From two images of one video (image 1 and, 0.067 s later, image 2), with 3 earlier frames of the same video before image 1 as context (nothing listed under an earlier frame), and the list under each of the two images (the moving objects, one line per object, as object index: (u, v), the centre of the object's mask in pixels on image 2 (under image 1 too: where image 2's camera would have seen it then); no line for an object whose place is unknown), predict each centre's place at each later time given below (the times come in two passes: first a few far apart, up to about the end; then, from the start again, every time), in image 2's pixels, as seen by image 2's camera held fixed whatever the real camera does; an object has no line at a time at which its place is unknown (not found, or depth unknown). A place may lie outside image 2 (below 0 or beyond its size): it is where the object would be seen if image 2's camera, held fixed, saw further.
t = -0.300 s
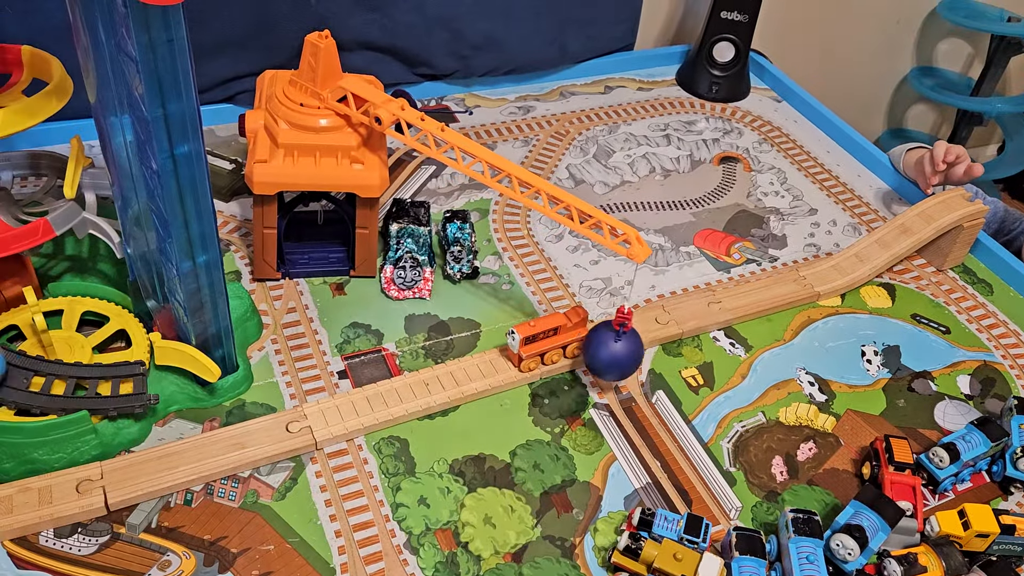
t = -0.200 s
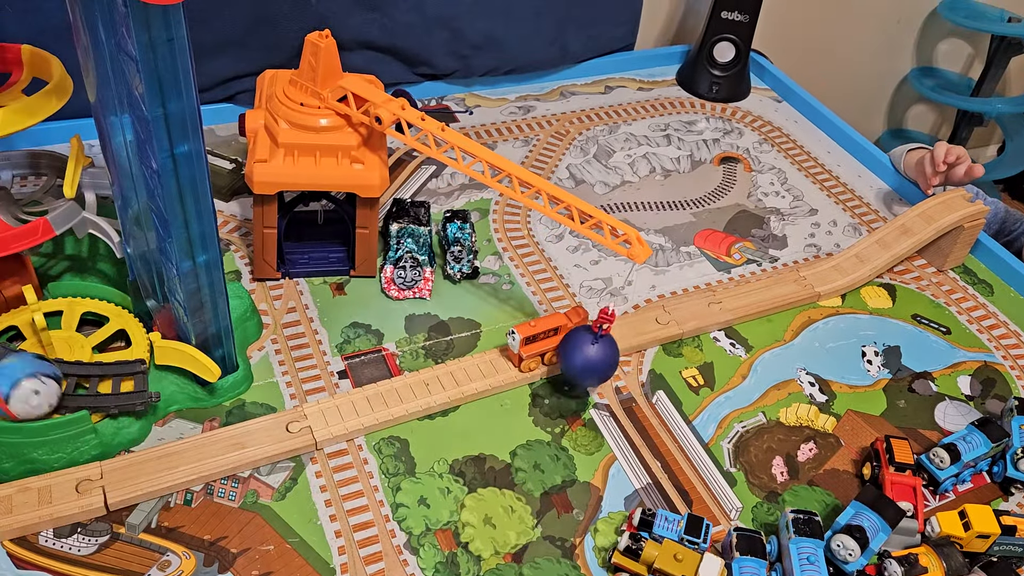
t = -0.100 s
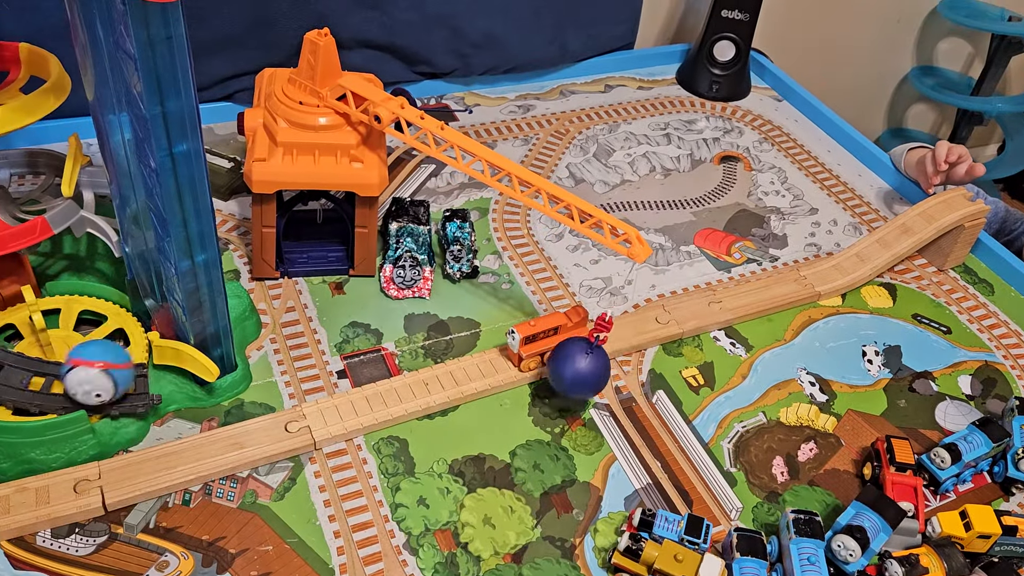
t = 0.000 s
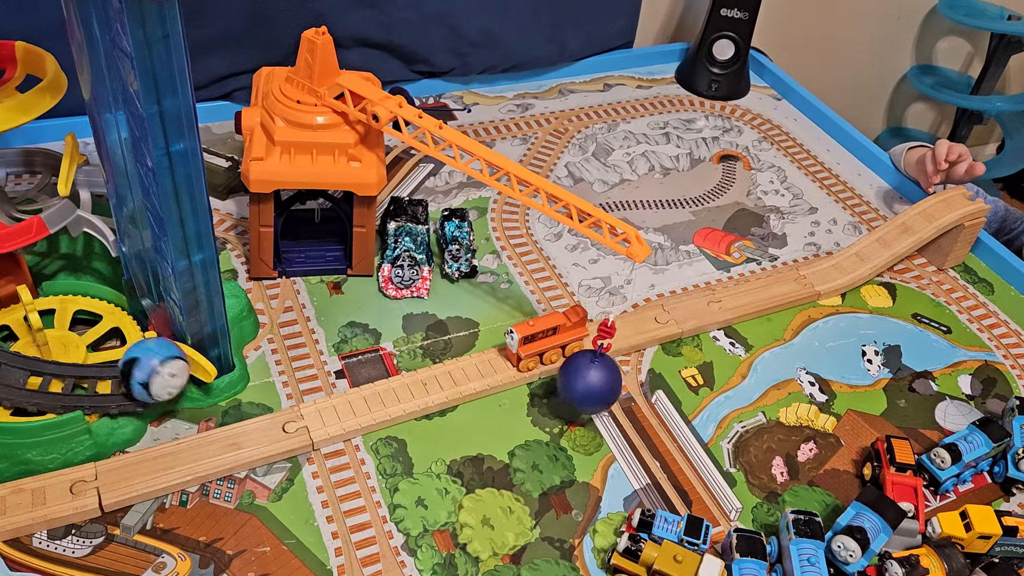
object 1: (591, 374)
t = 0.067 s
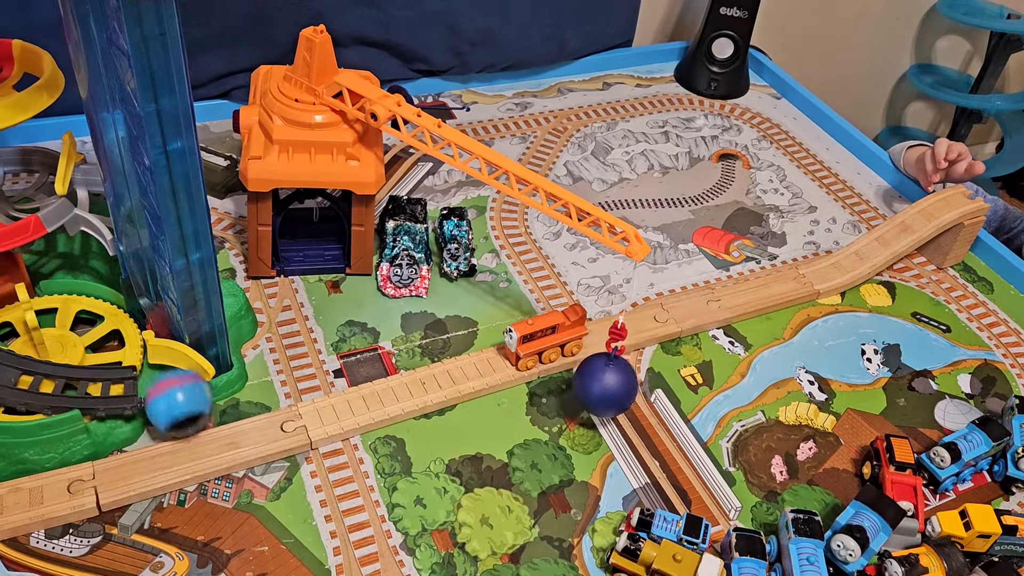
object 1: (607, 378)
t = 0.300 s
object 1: (636, 354)
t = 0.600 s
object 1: (581, 359)
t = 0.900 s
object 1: (630, 371)
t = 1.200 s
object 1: (601, 348)
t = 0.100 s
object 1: (615, 378)
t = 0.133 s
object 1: (623, 376)
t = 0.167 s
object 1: (630, 373)
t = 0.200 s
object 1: (635, 368)
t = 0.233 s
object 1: (637, 364)
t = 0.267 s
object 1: (638, 359)
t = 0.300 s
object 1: (636, 354)
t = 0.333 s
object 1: (632, 351)
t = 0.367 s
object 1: (626, 348)
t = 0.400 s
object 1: (618, 347)
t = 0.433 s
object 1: (610, 346)
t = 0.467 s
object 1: (602, 347)
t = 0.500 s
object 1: (595, 349)
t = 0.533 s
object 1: (588, 351)
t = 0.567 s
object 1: (584, 355)
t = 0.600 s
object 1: (581, 359)
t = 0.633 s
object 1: (581, 363)
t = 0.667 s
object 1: (583, 368)
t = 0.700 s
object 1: (588, 372)
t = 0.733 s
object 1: (594, 375)
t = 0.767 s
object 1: (601, 377)
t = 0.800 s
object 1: (609, 377)
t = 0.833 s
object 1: (617, 377)
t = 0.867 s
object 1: (624, 374)
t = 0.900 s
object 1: (630, 371)
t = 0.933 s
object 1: (634, 367)
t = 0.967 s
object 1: (636, 363)
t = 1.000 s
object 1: (636, 357)
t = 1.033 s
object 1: (634, 353)
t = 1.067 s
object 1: (630, 350)
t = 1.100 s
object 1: (624, 348)
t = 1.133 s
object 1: (616, 347)
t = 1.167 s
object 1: (608, 347)
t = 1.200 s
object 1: (601, 348)
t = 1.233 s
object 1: (594, 350)
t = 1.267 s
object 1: (589, 353)
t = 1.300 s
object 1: (585, 357)
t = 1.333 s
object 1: (583, 361)
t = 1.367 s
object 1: (583, 365)
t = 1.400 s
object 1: (586, 370)
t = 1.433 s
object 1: (590, 373)
